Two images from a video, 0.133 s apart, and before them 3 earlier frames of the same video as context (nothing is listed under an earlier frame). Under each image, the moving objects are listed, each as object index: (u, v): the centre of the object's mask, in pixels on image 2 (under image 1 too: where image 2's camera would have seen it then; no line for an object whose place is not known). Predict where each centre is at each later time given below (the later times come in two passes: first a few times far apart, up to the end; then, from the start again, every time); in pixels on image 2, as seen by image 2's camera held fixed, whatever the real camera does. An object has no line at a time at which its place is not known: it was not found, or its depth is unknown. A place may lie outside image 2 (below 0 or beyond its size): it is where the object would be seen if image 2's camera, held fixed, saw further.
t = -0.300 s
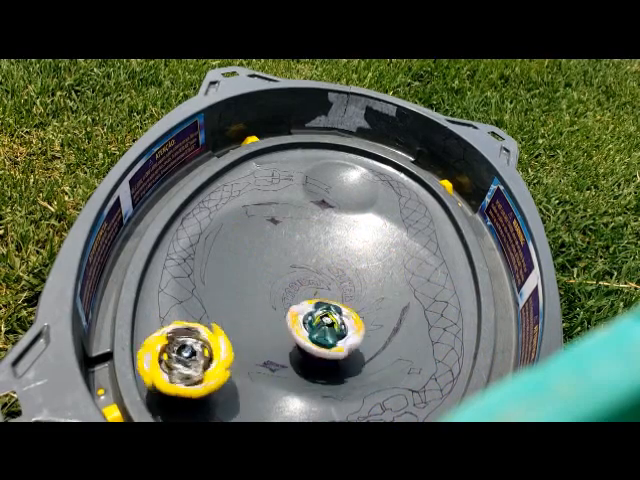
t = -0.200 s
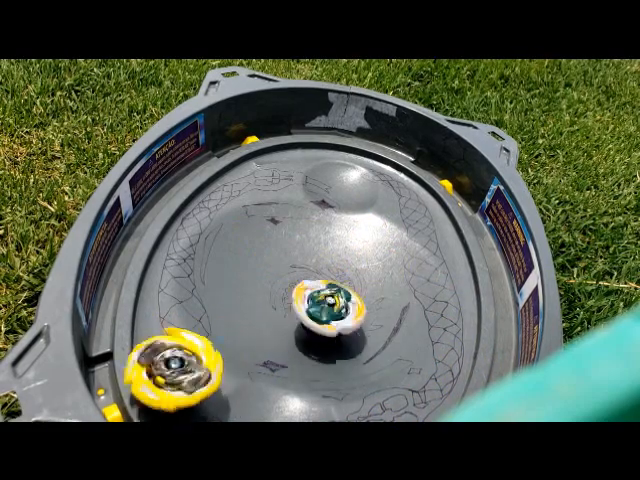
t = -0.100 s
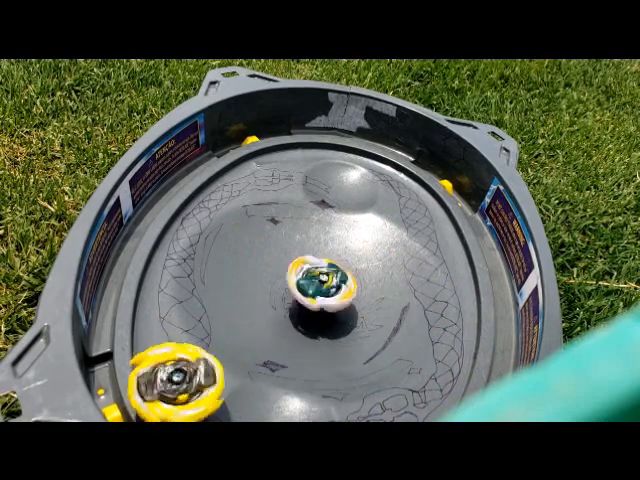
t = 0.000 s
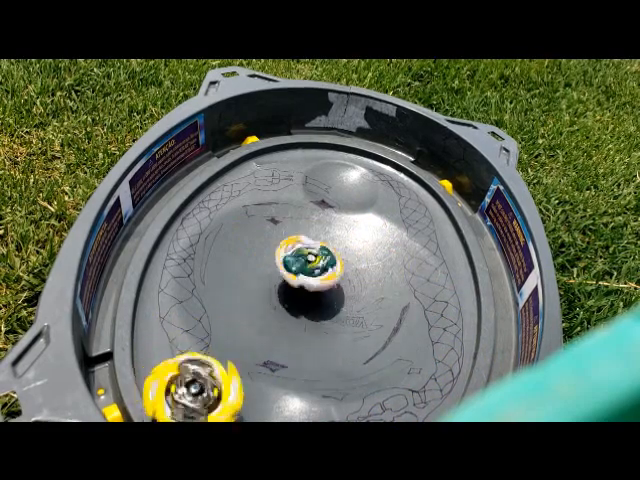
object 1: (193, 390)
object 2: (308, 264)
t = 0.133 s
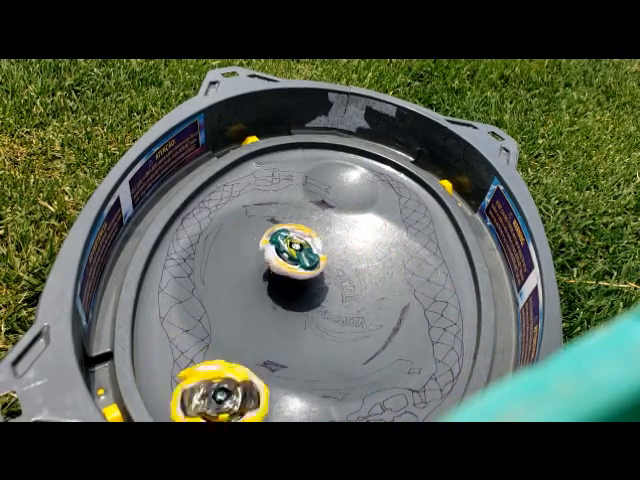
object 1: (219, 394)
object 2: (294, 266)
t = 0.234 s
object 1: (270, 406)
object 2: (286, 269)
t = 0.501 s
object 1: (371, 331)
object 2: (311, 299)
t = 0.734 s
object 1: (410, 286)
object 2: (337, 290)
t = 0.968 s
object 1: (390, 276)
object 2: (305, 279)
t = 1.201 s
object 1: (324, 316)
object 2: (249, 273)
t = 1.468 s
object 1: (283, 341)
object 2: (252, 286)
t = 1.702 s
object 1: (287, 340)
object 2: (351, 330)
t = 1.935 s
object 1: (291, 295)
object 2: (408, 353)
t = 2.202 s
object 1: (305, 240)
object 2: (357, 330)
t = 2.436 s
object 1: (325, 223)
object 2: (326, 295)
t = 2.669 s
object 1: (340, 253)
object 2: (300, 306)
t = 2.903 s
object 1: (326, 315)
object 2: (265, 301)
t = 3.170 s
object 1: (254, 321)
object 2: (281, 272)
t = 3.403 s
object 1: (271, 292)
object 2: (356, 280)
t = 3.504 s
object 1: (303, 287)
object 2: (379, 281)
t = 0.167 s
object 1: (229, 397)
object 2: (292, 266)
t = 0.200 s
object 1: (245, 402)
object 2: (288, 267)
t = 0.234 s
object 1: (270, 406)
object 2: (286, 269)
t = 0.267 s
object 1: (299, 405)
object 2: (287, 273)
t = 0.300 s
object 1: (323, 399)
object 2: (286, 275)
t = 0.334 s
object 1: (335, 389)
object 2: (287, 281)
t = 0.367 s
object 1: (339, 374)
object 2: (292, 287)
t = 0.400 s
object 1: (342, 360)
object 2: (294, 291)
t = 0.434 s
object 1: (347, 347)
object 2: (297, 295)
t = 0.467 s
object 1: (356, 335)
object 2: (303, 301)
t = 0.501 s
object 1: (371, 331)
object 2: (311, 299)
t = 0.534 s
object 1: (388, 328)
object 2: (317, 299)
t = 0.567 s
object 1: (402, 324)
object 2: (322, 298)
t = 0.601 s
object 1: (412, 315)
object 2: (325, 295)
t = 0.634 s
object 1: (415, 308)
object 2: (330, 294)
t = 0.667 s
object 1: (417, 301)
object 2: (332, 292)
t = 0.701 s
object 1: (414, 292)
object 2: (335, 292)
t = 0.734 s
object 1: (410, 286)
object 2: (337, 290)
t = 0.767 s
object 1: (413, 282)
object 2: (332, 286)
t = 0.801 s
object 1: (415, 280)
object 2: (325, 282)
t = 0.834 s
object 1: (416, 278)
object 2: (322, 280)
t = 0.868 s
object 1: (415, 276)
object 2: (317, 279)
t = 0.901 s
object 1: (409, 273)
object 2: (313, 278)
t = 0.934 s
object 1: (399, 275)
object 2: (308, 278)
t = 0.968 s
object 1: (390, 276)
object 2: (305, 279)
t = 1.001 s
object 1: (379, 279)
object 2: (301, 280)
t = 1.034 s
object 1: (365, 281)
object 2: (298, 282)
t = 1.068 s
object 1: (360, 289)
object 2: (287, 281)
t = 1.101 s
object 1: (351, 297)
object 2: (277, 278)
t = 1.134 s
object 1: (343, 303)
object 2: (267, 276)
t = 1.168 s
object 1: (334, 311)
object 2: (256, 273)
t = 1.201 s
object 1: (324, 316)
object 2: (249, 273)
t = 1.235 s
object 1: (318, 321)
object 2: (243, 271)
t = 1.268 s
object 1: (309, 328)
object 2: (239, 272)
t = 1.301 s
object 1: (301, 332)
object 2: (236, 272)
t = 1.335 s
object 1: (297, 336)
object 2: (236, 275)
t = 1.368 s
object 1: (291, 338)
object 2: (236, 277)
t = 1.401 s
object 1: (286, 339)
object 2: (239, 279)
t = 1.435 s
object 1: (286, 342)
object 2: (246, 284)
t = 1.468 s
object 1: (283, 341)
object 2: (252, 286)
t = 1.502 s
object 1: (283, 339)
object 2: (262, 288)
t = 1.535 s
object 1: (283, 338)
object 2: (274, 289)
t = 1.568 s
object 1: (283, 339)
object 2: (289, 293)
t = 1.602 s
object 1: (282, 340)
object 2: (305, 300)
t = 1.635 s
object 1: (280, 341)
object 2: (321, 307)
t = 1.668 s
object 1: (283, 340)
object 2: (340, 324)
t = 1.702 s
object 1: (287, 340)
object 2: (351, 330)
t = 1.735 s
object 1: (291, 337)
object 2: (362, 335)
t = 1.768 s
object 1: (297, 335)
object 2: (372, 338)
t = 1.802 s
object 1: (292, 327)
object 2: (385, 342)
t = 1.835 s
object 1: (293, 320)
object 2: (393, 346)
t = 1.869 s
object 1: (291, 311)
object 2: (400, 348)
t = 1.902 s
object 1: (291, 304)
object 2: (405, 349)
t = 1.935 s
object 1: (291, 295)
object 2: (408, 353)
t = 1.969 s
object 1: (292, 288)
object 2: (406, 353)
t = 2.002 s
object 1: (293, 279)
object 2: (402, 354)
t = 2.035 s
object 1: (294, 271)
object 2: (397, 354)
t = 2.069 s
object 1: (295, 263)
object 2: (392, 352)
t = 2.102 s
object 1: (297, 255)
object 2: (384, 348)
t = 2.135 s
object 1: (299, 249)
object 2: (376, 344)
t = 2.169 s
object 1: (302, 243)
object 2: (367, 337)
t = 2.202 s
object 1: (305, 240)
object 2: (357, 330)
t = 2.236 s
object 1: (309, 237)
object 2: (348, 322)
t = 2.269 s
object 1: (311, 236)
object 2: (341, 307)
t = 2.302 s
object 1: (315, 236)
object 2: (336, 299)
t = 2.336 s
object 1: (319, 229)
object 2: (333, 295)
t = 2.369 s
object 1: (322, 226)
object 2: (329, 288)
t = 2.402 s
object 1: (322, 224)
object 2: (328, 285)
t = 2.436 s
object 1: (325, 223)
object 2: (326, 295)
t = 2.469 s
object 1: (326, 224)
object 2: (326, 293)
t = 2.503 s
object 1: (330, 225)
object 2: (323, 294)
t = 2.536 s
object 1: (331, 230)
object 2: (319, 296)
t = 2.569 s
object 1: (334, 232)
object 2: (312, 301)
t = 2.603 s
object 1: (338, 239)
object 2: (306, 304)
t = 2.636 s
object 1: (339, 246)
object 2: (304, 308)
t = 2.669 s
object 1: (340, 253)
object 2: (300, 306)
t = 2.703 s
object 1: (344, 262)
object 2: (300, 311)
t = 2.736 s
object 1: (345, 270)
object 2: (293, 311)
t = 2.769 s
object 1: (344, 279)
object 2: (282, 312)
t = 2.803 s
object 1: (341, 288)
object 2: (277, 310)
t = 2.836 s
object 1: (339, 298)
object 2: (269, 303)
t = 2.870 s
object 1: (333, 308)
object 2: (267, 299)
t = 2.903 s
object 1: (326, 315)
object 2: (265, 301)
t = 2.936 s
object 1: (321, 321)
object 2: (262, 296)
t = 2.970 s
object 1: (313, 323)
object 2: (260, 290)
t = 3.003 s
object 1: (301, 326)
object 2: (260, 284)
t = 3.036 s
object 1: (290, 332)
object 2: (261, 280)
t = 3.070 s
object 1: (280, 327)
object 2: (266, 276)
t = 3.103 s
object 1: (272, 330)
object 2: (271, 275)
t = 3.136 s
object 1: (264, 322)
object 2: (275, 272)
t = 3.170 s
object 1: (254, 321)
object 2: (281, 272)
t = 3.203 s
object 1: (249, 318)
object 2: (289, 273)
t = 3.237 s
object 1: (249, 314)
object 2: (298, 274)
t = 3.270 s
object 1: (248, 309)
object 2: (310, 278)
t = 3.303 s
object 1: (252, 302)
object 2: (322, 279)
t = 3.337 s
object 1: (257, 298)
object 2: (334, 276)
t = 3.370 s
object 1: (264, 297)
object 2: (345, 276)
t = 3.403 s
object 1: (271, 292)
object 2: (356, 280)
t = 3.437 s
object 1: (281, 289)
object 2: (365, 275)
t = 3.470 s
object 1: (291, 288)
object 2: (373, 280)
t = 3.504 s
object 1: (303, 287)
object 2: (379, 281)
